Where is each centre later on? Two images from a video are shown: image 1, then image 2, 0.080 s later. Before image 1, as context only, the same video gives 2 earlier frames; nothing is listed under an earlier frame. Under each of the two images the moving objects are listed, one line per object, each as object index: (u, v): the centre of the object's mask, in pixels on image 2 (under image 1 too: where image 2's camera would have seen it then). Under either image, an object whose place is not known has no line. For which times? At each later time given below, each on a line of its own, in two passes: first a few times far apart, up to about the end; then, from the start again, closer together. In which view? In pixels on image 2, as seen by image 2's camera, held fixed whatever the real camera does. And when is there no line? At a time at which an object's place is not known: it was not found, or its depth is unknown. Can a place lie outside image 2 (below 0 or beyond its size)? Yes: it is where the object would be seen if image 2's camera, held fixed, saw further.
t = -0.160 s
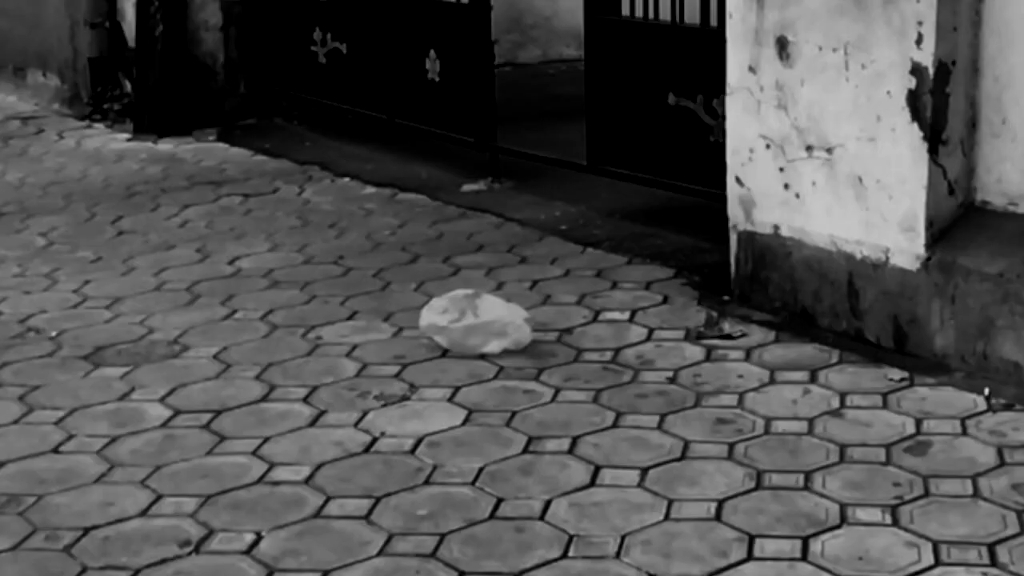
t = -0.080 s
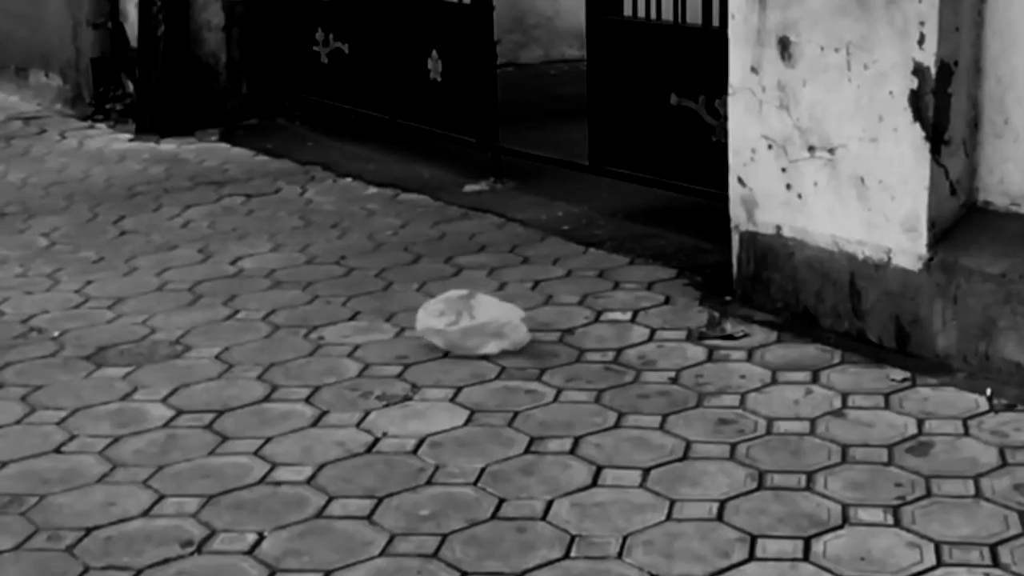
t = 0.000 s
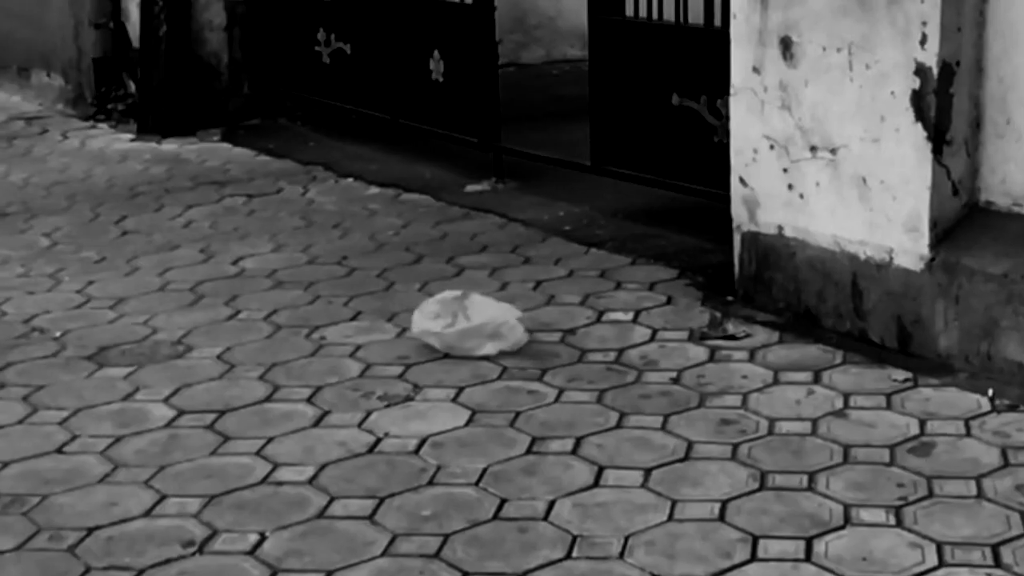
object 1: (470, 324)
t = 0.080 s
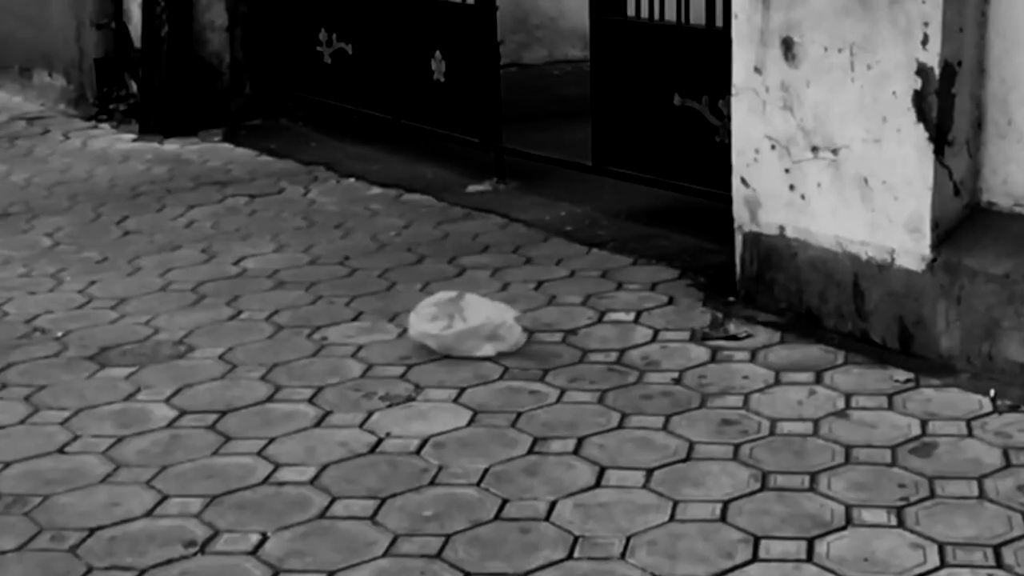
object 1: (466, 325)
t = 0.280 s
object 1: (453, 327)
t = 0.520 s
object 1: (431, 331)
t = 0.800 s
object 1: (404, 337)
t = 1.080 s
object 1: (374, 345)
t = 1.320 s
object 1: (344, 355)
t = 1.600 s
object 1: (306, 370)
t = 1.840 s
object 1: (275, 382)
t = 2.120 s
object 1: (229, 399)
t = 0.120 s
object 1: (462, 325)
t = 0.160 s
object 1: (460, 325)
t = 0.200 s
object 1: (457, 326)
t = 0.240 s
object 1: (455, 326)
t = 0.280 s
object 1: (453, 327)
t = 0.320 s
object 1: (449, 327)
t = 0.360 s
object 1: (445, 328)
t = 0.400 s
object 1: (441, 329)
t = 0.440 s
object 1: (439, 329)
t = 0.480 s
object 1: (436, 330)
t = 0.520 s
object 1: (431, 331)
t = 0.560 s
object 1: (428, 332)
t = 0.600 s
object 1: (424, 333)
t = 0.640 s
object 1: (421, 333)
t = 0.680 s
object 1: (418, 334)
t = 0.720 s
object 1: (413, 335)
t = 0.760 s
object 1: (409, 336)
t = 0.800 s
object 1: (404, 337)
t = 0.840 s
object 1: (400, 338)
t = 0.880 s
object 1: (397, 339)
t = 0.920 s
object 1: (391, 340)
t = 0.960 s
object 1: (387, 341)
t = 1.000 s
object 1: (382, 343)
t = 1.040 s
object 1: (378, 344)
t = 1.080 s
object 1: (374, 345)
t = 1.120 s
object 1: (369, 347)
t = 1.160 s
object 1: (365, 348)
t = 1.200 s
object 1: (360, 350)
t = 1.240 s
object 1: (354, 352)
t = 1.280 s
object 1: (350, 353)
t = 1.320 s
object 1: (344, 355)
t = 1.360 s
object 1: (340, 356)
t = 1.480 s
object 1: (328, 360)
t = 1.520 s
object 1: (322, 362)
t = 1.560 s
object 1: (318, 364)
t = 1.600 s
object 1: (306, 370)
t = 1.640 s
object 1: (302, 371)
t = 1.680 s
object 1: (297, 373)
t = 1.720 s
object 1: (290, 376)
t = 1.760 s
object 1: (286, 377)
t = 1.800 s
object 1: (280, 380)
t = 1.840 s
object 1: (275, 382)
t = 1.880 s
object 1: (269, 383)
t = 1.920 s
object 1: (261, 387)
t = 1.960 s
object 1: (256, 388)
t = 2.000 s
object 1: (248, 391)
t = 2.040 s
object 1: (242, 393)
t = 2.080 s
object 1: (237, 395)
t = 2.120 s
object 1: (229, 399)
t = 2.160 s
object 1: (224, 401)
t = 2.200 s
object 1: (215, 404)
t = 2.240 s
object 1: (211, 406)
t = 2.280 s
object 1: (207, 408)
